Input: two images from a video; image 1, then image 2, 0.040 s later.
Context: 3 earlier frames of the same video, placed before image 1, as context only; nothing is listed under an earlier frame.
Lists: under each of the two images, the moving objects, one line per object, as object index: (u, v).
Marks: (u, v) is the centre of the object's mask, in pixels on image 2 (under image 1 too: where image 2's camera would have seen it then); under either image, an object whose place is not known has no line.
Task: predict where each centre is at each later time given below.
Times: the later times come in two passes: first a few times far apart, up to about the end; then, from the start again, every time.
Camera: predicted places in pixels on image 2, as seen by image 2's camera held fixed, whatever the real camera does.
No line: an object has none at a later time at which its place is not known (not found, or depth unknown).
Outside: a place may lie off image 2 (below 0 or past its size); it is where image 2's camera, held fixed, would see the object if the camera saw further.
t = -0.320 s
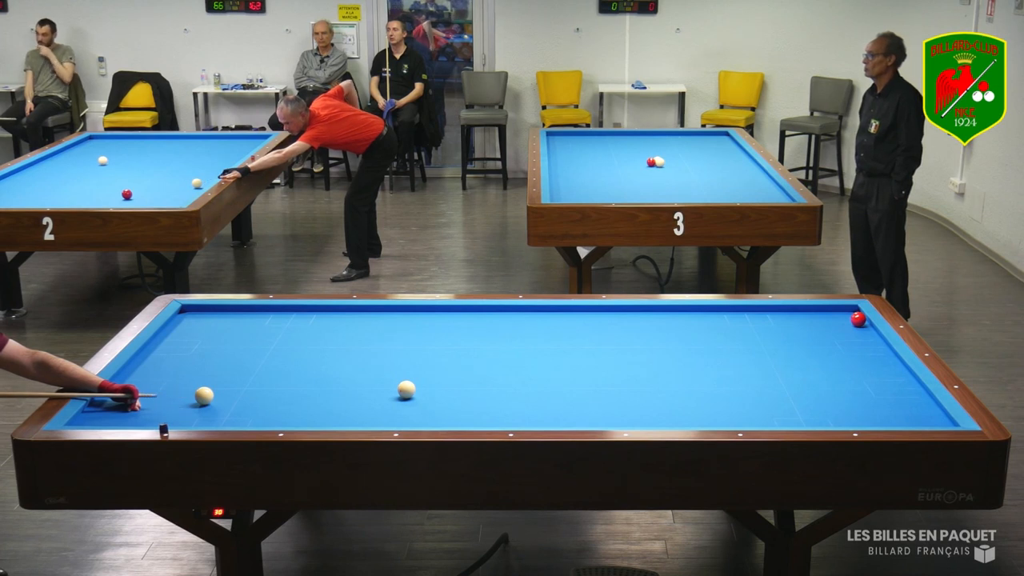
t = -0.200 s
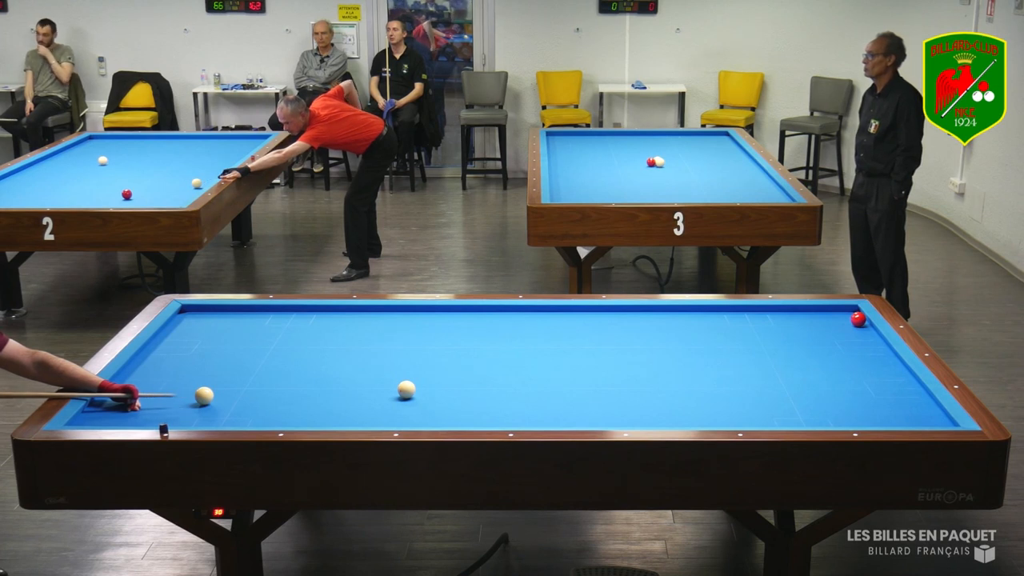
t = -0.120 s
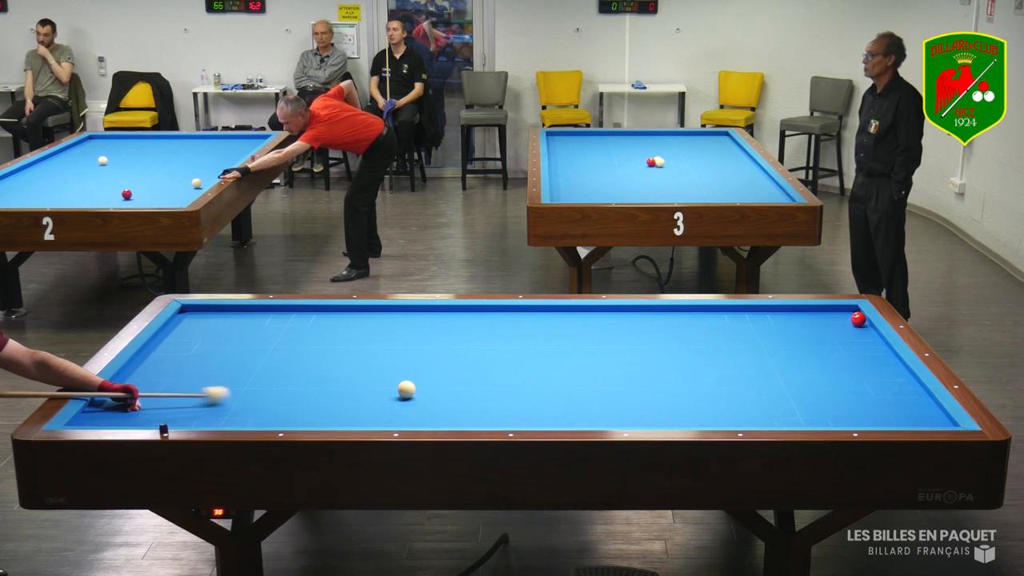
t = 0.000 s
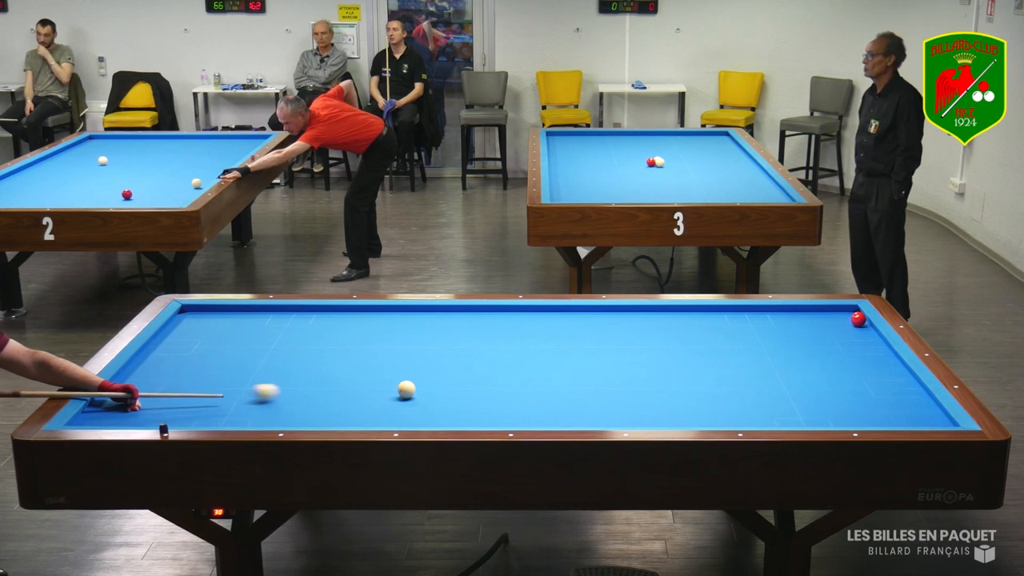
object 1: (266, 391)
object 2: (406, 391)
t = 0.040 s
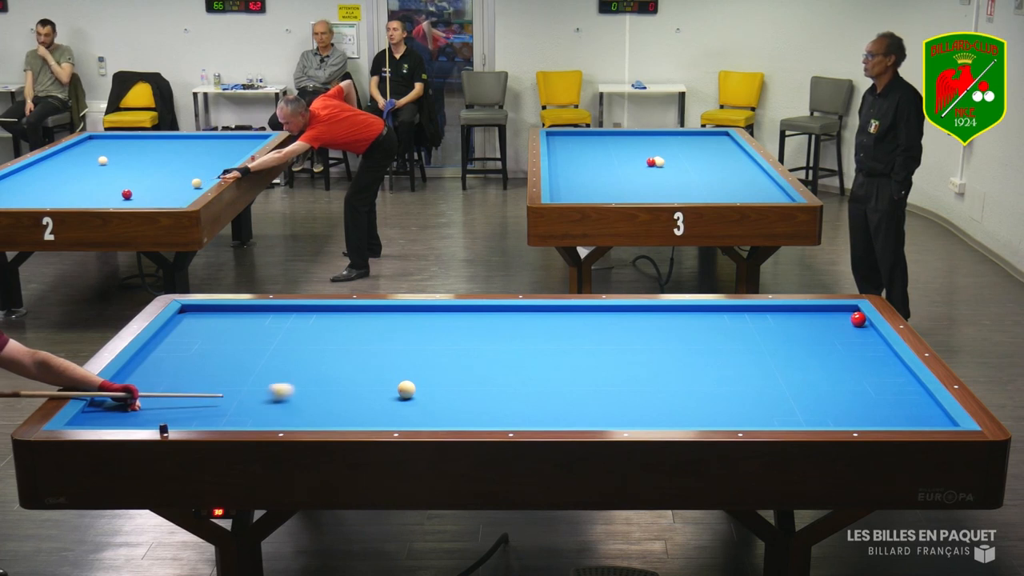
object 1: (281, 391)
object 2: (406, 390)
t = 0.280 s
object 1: (369, 386)
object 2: (406, 390)
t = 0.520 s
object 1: (417, 377)
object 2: (445, 395)
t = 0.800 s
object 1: (463, 366)
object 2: (494, 403)
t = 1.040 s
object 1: (500, 356)
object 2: (537, 410)
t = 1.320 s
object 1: (540, 346)
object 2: (587, 417)
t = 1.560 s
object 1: (572, 338)
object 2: (630, 420)
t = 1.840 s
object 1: (608, 328)
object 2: (672, 419)
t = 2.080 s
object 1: (636, 322)
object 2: (705, 418)
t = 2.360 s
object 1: (667, 313)
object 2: (742, 415)
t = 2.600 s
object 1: (693, 307)
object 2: (773, 413)
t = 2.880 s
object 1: (731, 311)
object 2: (807, 409)
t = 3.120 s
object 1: (763, 315)
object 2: (835, 406)
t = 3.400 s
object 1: (801, 319)
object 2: (866, 403)
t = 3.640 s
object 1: (833, 322)
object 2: (892, 400)
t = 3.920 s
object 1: (866, 326)
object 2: (920, 397)
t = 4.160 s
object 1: (852, 331)
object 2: (912, 395)
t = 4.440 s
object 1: (838, 337)
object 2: (894, 393)
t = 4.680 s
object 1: (826, 341)
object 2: (879, 391)
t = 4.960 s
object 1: (812, 347)
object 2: (864, 389)
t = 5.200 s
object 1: (801, 351)
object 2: (852, 388)
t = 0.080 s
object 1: (296, 390)
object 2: (406, 390)
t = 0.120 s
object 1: (311, 389)
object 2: (406, 390)
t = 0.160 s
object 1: (325, 389)
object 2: (406, 390)
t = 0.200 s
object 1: (340, 388)
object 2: (406, 390)
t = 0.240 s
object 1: (355, 387)
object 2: (406, 390)
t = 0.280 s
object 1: (369, 386)
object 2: (406, 390)
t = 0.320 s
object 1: (383, 386)
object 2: (406, 390)
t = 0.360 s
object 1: (394, 385)
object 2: (411, 390)
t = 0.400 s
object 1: (398, 384)
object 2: (420, 391)
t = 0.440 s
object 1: (404, 381)
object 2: (429, 393)
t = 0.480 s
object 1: (410, 379)
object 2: (437, 394)
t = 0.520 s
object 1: (417, 377)
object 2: (445, 395)
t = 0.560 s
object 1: (423, 376)
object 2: (452, 397)
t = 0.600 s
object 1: (431, 374)
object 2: (459, 398)
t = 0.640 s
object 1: (437, 372)
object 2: (466, 399)
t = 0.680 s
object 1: (443, 371)
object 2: (473, 400)
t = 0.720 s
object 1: (450, 369)
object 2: (480, 401)
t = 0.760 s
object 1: (456, 367)
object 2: (487, 402)
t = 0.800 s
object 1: (463, 366)
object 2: (494, 403)
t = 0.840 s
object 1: (469, 364)
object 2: (501, 405)
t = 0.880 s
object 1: (475, 362)
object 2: (508, 405)
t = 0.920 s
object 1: (482, 361)
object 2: (515, 407)
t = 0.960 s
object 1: (488, 359)
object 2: (523, 408)
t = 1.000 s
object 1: (494, 358)
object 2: (529, 409)
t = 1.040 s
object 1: (500, 356)
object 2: (537, 410)
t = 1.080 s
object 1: (506, 355)
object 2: (544, 411)
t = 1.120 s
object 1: (512, 353)
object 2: (551, 412)
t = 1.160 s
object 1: (517, 352)
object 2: (558, 414)
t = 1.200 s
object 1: (523, 350)
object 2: (565, 415)
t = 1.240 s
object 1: (529, 349)
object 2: (572, 416)
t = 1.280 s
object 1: (534, 347)
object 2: (579, 416)
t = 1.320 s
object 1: (540, 346)
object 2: (587, 417)
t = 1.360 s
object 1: (545, 345)
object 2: (594, 417)
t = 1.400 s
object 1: (551, 343)
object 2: (601, 418)
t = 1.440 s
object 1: (556, 341)
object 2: (608, 419)
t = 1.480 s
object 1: (562, 340)
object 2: (615, 419)
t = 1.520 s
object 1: (567, 339)
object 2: (623, 420)
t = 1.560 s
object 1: (572, 338)
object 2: (630, 420)
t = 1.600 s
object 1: (578, 336)
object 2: (637, 421)
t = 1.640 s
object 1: (583, 334)
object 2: (643, 421)
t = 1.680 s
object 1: (588, 333)
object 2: (649, 421)
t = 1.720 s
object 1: (593, 332)
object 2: (655, 420)
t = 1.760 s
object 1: (598, 331)
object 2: (661, 420)
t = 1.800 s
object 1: (603, 330)
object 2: (666, 420)
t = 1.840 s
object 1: (608, 328)
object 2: (672, 419)
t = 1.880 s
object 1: (613, 327)
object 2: (678, 419)
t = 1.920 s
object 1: (617, 326)
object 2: (683, 419)
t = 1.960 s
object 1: (622, 324)
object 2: (689, 418)
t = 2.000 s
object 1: (627, 323)
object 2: (694, 418)
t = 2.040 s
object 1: (631, 322)
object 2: (700, 418)
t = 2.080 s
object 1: (636, 322)
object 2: (705, 418)
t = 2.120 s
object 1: (640, 320)
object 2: (711, 417)
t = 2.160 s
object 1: (645, 319)
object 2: (716, 417)
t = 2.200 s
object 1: (649, 317)
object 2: (722, 416)
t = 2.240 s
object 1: (654, 316)
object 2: (726, 416)
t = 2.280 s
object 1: (658, 315)
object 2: (732, 416)
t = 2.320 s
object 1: (663, 314)
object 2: (737, 416)
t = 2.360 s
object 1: (667, 313)
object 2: (742, 415)
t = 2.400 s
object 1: (671, 312)
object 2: (748, 415)
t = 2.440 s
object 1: (676, 311)
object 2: (753, 414)
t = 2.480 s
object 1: (680, 310)
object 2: (757, 414)
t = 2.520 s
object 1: (684, 309)
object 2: (763, 413)
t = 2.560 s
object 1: (688, 308)
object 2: (768, 413)
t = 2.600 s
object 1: (693, 307)
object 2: (773, 413)
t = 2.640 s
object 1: (698, 308)
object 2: (778, 412)
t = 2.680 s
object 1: (703, 309)
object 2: (783, 411)
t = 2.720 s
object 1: (709, 309)
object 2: (787, 411)
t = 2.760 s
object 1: (714, 310)
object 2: (792, 410)
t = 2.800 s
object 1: (720, 310)
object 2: (797, 410)
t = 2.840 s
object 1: (725, 311)
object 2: (802, 410)
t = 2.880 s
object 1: (731, 311)
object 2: (807, 409)
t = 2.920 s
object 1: (736, 312)
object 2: (811, 408)
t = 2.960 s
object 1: (741, 312)
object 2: (816, 408)
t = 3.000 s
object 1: (747, 313)
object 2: (821, 408)
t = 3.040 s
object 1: (752, 313)
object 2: (825, 407)
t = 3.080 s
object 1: (758, 314)
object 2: (830, 407)
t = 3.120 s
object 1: (763, 315)
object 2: (835, 406)
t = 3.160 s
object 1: (768, 315)
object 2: (839, 406)
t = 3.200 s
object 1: (774, 316)
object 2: (844, 405)
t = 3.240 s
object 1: (779, 316)
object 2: (848, 405)
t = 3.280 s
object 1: (784, 317)
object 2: (853, 404)
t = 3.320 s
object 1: (790, 318)
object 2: (857, 404)
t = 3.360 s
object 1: (795, 318)
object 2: (861, 403)
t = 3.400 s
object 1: (801, 319)
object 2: (866, 403)
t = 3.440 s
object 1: (806, 319)
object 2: (870, 402)
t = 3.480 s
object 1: (811, 319)
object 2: (874, 402)
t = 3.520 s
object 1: (817, 321)
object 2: (879, 402)
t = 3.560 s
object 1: (822, 321)
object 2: (883, 401)
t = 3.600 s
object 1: (827, 322)
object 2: (887, 401)
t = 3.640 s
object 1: (833, 322)
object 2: (892, 400)
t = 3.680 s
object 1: (838, 323)
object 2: (896, 400)
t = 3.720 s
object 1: (843, 324)
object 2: (899, 399)
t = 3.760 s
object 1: (849, 324)
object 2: (904, 399)
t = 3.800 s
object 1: (854, 324)
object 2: (908, 399)
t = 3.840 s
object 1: (860, 325)
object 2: (912, 398)
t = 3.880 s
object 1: (865, 325)
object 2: (916, 398)
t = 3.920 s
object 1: (866, 326)
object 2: (920, 397)
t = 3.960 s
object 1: (863, 327)
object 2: (924, 397)
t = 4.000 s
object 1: (861, 328)
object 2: (923, 397)
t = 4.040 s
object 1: (858, 329)
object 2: (920, 396)
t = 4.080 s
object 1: (856, 329)
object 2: (917, 396)
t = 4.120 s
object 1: (854, 330)
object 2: (914, 396)
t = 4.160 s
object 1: (852, 331)
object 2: (912, 395)
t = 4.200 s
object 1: (850, 332)
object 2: (909, 395)
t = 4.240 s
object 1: (848, 332)
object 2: (907, 395)
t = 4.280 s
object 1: (846, 333)
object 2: (904, 394)
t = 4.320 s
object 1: (844, 334)
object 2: (901, 394)
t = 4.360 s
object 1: (842, 335)
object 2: (899, 394)
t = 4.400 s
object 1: (840, 336)
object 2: (896, 394)
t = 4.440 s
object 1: (838, 337)
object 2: (894, 393)
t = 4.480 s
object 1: (836, 338)
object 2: (891, 393)
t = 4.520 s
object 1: (834, 338)
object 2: (889, 393)
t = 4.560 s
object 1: (832, 339)
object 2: (886, 392)
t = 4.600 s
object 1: (830, 340)
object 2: (884, 392)
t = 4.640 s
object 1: (828, 340)
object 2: (882, 392)
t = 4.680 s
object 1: (826, 341)
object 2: (879, 391)
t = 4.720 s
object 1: (824, 342)
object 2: (877, 391)
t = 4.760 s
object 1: (822, 343)
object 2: (875, 391)
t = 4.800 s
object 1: (820, 344)
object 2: (872, 391)
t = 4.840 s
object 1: (818, 344)
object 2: (870, 390)
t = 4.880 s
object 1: (816, 345)
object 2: (868, 390)
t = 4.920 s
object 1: (814, 346)
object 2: (866, 390)
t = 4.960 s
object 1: (812, 347)
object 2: (864, 389)
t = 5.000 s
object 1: (810, 347)
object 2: (862, 389)
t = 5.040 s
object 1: (808, 348)
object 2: (860, 389)
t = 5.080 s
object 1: (806, 349)
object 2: (858, 389)
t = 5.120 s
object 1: (804, 349)
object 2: (855, 389)
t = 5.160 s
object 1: (803, 350)
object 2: (854, 388)
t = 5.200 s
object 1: (801, 351)
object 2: (852, 388)
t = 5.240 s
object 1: (799, 352)
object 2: (850, 388)
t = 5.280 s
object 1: (797, 352)
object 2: (848, 388)
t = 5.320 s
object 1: (795, 354)
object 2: (846, 388)
